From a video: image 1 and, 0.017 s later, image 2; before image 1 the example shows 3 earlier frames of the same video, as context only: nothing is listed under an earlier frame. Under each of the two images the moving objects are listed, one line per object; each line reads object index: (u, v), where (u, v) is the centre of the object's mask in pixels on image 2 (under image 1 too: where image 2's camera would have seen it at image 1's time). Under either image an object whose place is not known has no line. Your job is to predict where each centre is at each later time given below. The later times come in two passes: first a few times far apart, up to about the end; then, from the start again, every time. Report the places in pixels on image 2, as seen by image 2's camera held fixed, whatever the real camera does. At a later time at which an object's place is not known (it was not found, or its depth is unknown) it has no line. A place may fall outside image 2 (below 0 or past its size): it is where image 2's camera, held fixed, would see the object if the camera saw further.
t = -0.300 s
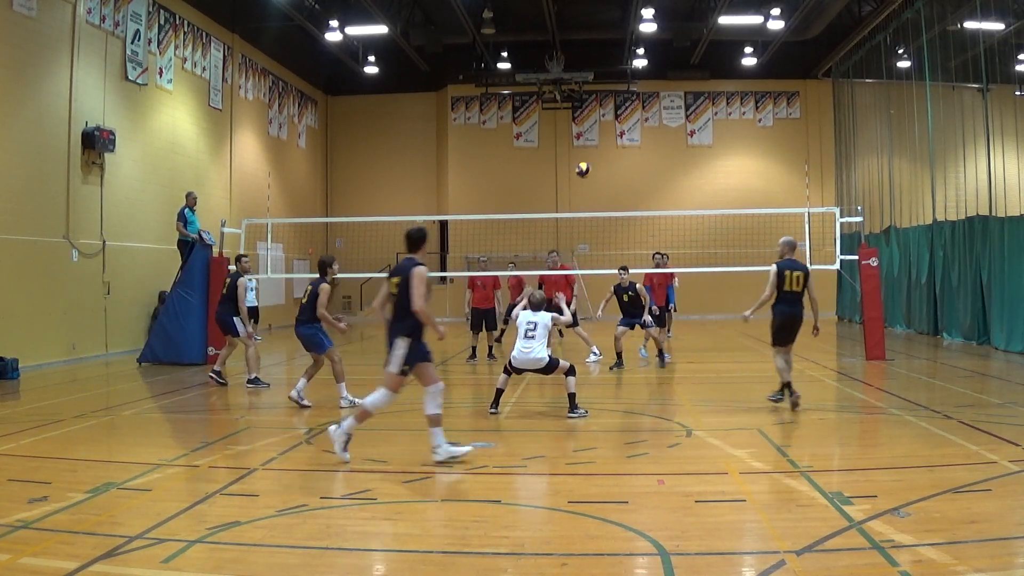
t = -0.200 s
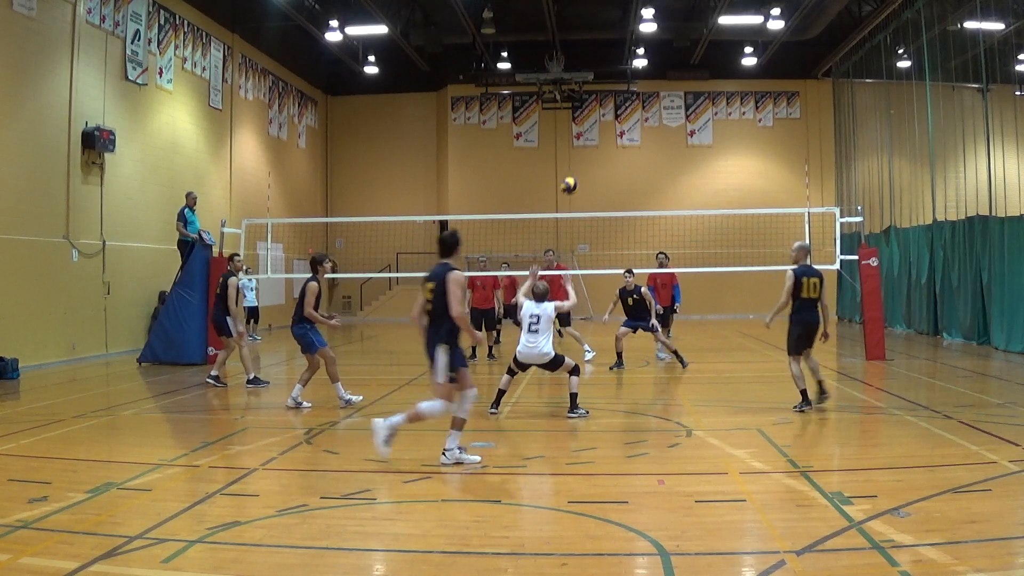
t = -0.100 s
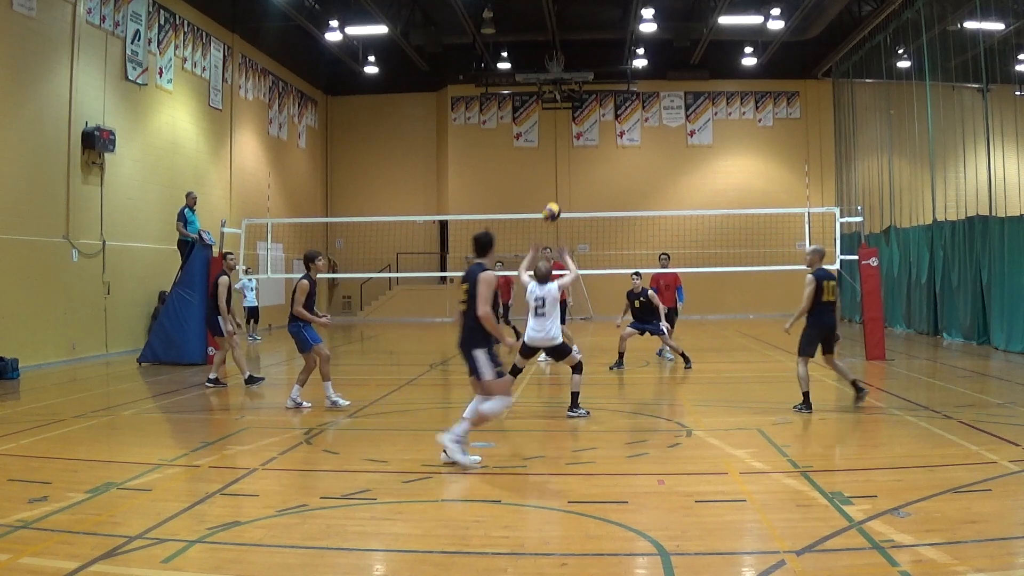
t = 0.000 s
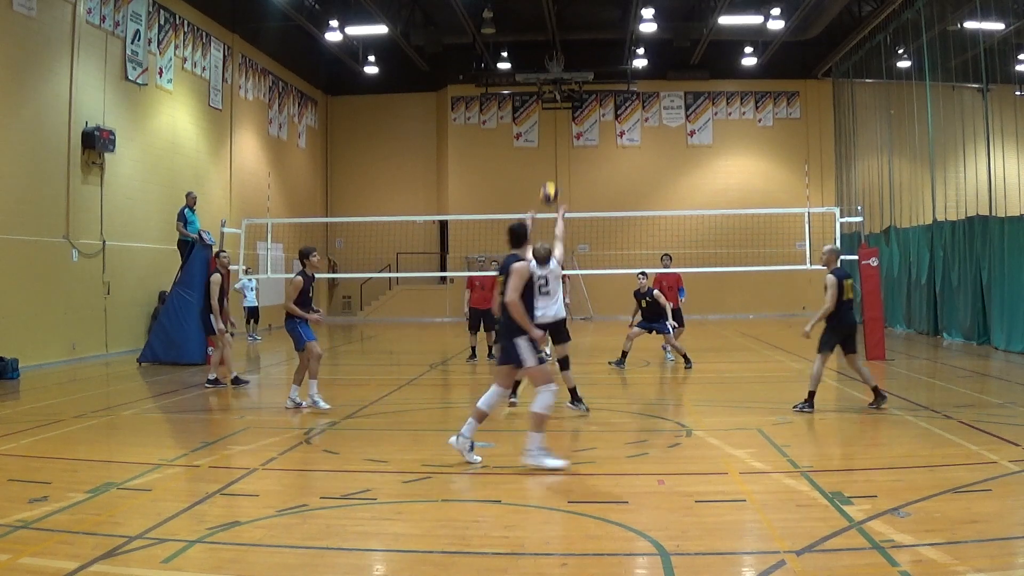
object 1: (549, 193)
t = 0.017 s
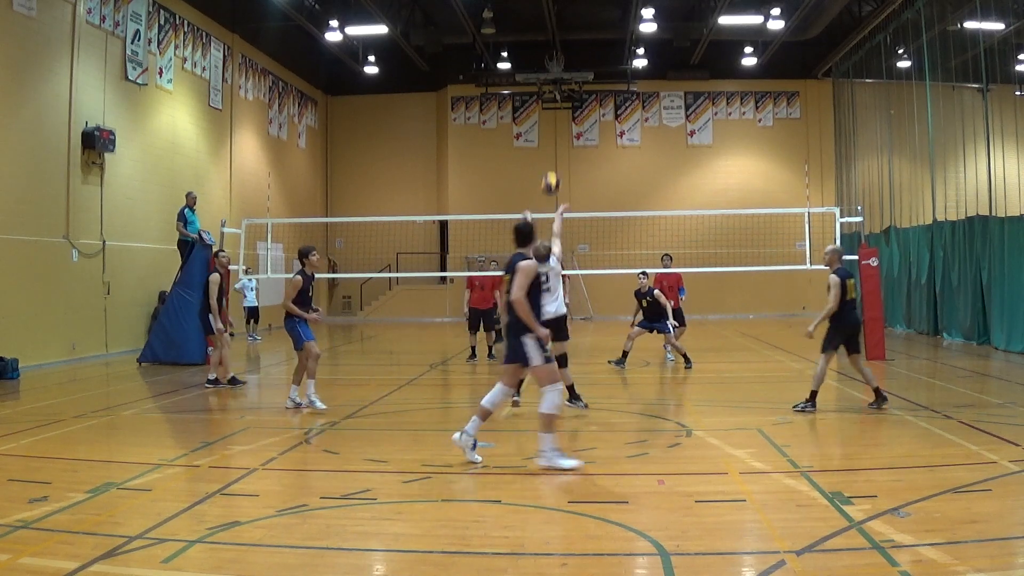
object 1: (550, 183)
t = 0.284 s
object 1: (576, 67)
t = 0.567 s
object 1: (599, 23)
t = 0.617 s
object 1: (603, 22)
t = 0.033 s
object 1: (552, 174)
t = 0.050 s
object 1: (554, 164)
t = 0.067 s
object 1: (556, 154)
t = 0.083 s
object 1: (557, 146)
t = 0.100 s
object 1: (559, 137)
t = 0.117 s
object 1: (560, 128)
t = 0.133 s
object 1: (562, 121)
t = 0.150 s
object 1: (564, 113)
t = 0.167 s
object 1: (565, 107)
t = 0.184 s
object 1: (568, 100)
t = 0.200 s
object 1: (569, 94)
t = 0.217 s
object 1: (570, 89)
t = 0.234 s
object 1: (572, 83)
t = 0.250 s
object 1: (573, 77)
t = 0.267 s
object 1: (575, 72)
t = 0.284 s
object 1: (576, 67)
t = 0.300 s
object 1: (578, 62)
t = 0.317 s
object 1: (579, 58)
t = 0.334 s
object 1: (580, 55)
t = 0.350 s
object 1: (582, 51)
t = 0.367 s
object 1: (583, 47)
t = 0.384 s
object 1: (585, 44)
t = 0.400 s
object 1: (586, 41)
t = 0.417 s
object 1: (587, 38)
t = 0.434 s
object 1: (589, 35)
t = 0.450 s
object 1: (590, 33)
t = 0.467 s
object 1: (591, 31)
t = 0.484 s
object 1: (593, 29)
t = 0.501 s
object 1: (594, 28)
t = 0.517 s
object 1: (595, 26)
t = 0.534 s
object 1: (597, 25)
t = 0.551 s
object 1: (598, 24)
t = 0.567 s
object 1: (599, 23)
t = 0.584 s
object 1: (600, 23)
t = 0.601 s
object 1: (602, 22)
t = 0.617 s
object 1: (603, 22)
